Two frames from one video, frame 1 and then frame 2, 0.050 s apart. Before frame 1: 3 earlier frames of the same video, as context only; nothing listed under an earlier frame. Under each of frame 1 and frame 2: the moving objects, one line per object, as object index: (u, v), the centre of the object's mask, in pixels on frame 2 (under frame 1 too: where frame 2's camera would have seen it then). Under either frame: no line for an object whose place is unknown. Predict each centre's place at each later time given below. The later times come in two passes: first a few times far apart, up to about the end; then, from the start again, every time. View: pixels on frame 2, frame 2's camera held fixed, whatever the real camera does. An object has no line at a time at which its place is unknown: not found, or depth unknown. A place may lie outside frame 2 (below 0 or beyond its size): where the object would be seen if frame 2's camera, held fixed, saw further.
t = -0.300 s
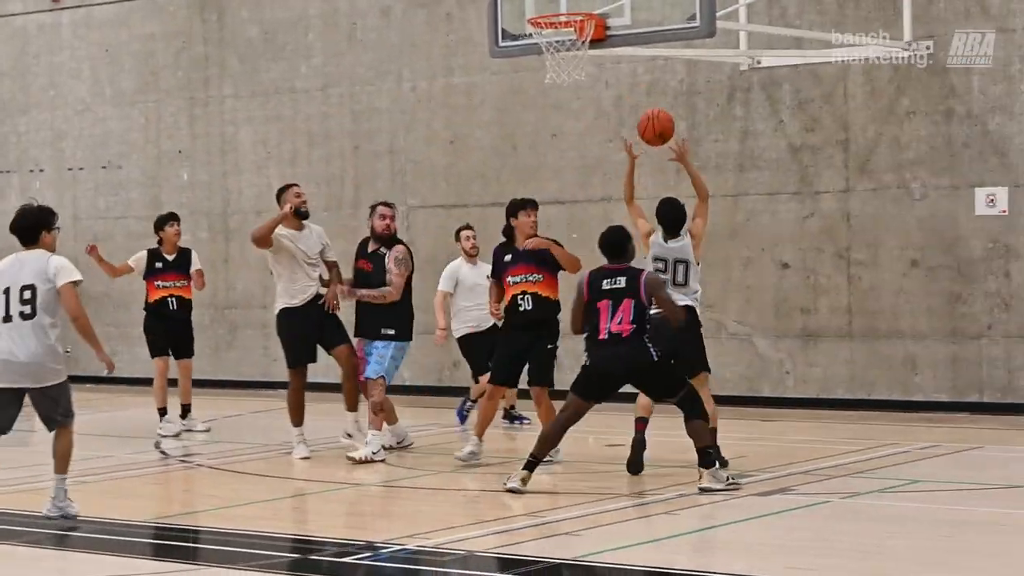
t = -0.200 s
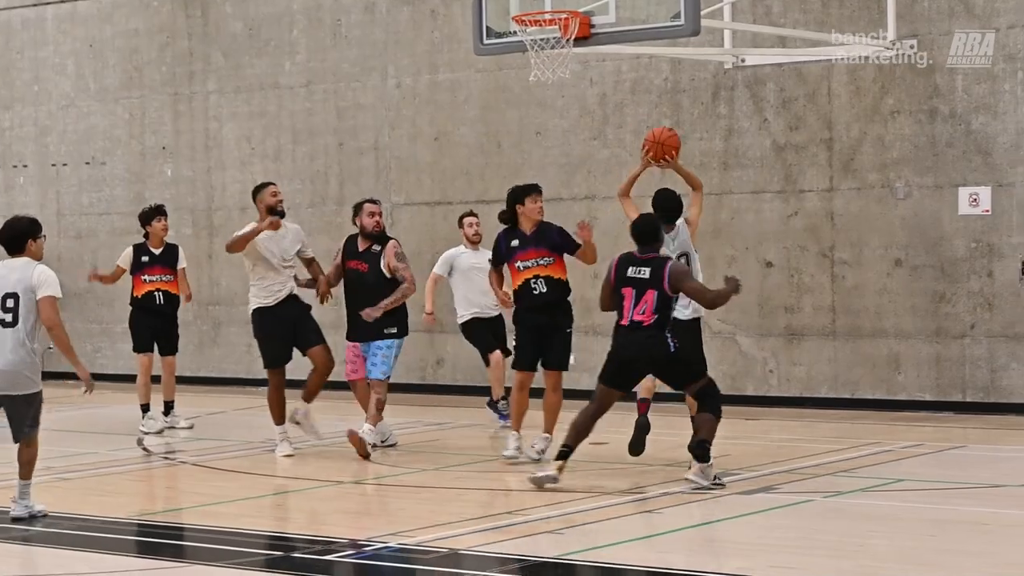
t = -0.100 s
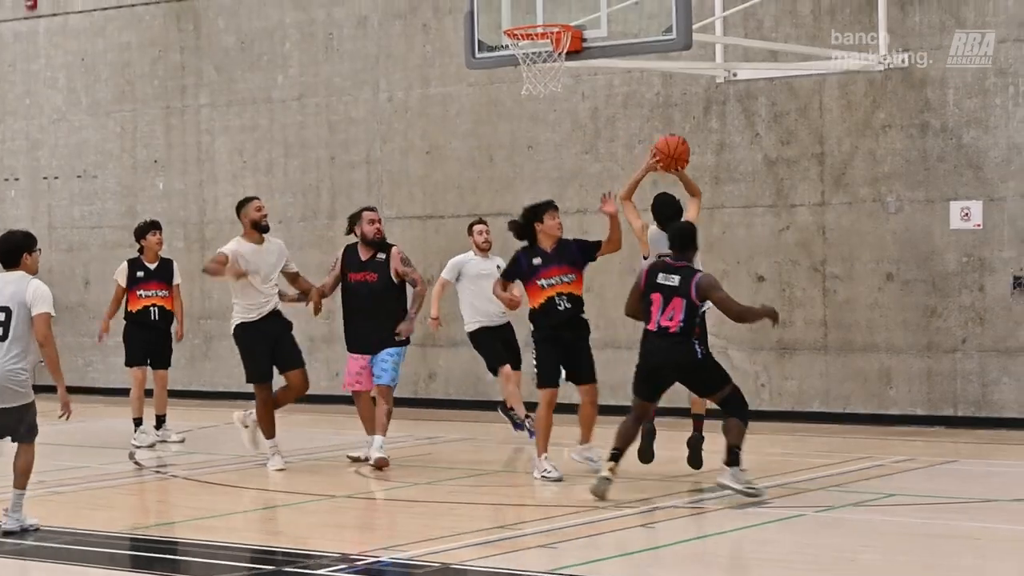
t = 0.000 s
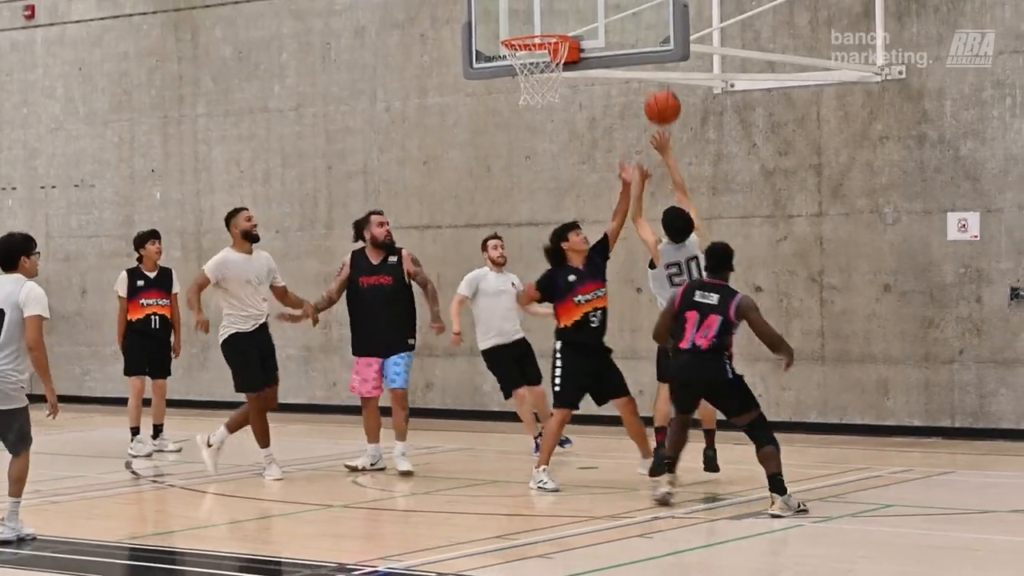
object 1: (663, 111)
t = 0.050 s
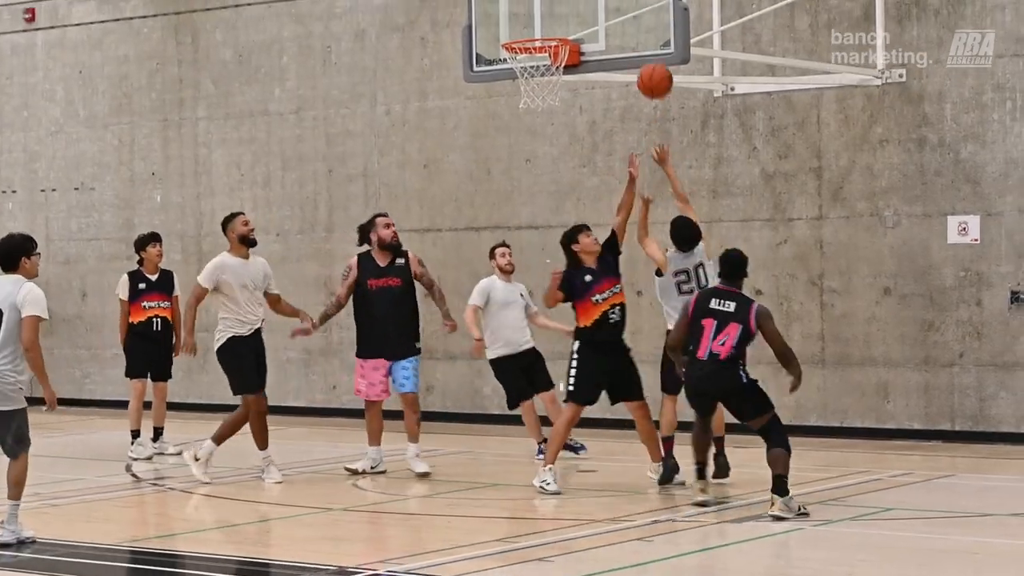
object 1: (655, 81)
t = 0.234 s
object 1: (627, 7)
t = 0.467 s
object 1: (568, -6)
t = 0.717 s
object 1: (521, 23)
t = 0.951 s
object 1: (518, 30)
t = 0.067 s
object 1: (652, 72)
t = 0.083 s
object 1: (649, 63)
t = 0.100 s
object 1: (647, 55)
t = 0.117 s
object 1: (644, 48)
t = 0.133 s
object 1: (642, 40)
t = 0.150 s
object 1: (639, 34)
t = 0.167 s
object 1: (637, 27)
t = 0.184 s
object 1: (634, 22)
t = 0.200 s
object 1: (632, 16)
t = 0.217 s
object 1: (629, 11)
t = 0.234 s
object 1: (627, 7)
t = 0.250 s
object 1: (624, 4)
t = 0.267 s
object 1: (622, 1)
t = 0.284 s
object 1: (620, -1)
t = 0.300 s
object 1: (615, -2)
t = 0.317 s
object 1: (610, -3)
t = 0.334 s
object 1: (605, -4)
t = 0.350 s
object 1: (601, -6)
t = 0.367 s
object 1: (596, -7)
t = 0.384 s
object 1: (591, -7)
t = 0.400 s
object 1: (587, -8)
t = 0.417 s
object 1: (582, -8)
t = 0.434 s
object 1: (578, -8)
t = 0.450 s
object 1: (573, -8)
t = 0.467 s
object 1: (568, -6)
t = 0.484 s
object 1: (564, -4)
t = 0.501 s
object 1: (559, -1)
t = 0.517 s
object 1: (555, 1)
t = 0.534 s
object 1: (550, 4)
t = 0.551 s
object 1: (546, 8)
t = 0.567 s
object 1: (541, 13)
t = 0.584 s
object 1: (536, 17)
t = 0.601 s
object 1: (532, 21)
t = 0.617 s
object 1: (530, 23)
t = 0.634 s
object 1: (528, 22)
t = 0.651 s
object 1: (527, 21)
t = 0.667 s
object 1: (525, 21)
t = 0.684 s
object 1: (524, 22)
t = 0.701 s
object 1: (522, 22)
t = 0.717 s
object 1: (521, 23)
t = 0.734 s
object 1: (519, 24)
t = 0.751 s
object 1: (517, 25)
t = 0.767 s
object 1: (517, 26)
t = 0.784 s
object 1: (516, 26)
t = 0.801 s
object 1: (516, 26)
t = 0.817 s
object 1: (515, 26)
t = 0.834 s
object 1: (516, 26)
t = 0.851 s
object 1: (515, 27)
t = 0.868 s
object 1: (515, 28)
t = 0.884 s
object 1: (515, 28)
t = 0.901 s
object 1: (515, 29)
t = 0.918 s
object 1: (516, 30)
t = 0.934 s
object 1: (517, 30)
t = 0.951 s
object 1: (518, 30)
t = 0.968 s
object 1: (518, 31)
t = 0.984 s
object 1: (520, 31)
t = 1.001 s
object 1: (521, 42)
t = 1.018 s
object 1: (523, 43)
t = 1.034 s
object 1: (525, 45)
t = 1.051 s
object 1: (527, 47)
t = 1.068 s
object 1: (528, 50)
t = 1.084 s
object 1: (528, 53)
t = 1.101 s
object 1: (529, 54)
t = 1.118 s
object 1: (531, 56)
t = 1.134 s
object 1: (534, 62)
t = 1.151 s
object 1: (535, 66)
